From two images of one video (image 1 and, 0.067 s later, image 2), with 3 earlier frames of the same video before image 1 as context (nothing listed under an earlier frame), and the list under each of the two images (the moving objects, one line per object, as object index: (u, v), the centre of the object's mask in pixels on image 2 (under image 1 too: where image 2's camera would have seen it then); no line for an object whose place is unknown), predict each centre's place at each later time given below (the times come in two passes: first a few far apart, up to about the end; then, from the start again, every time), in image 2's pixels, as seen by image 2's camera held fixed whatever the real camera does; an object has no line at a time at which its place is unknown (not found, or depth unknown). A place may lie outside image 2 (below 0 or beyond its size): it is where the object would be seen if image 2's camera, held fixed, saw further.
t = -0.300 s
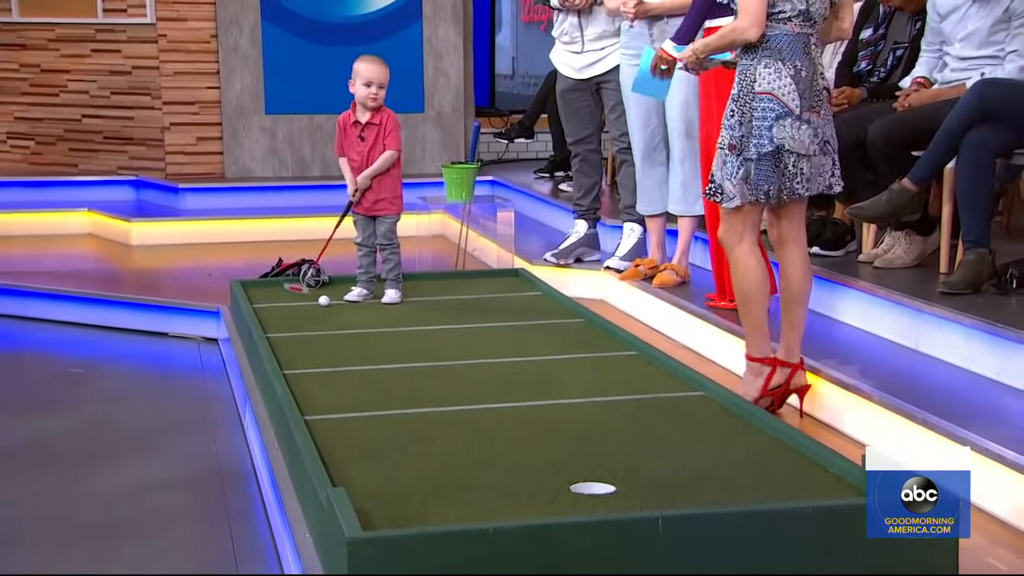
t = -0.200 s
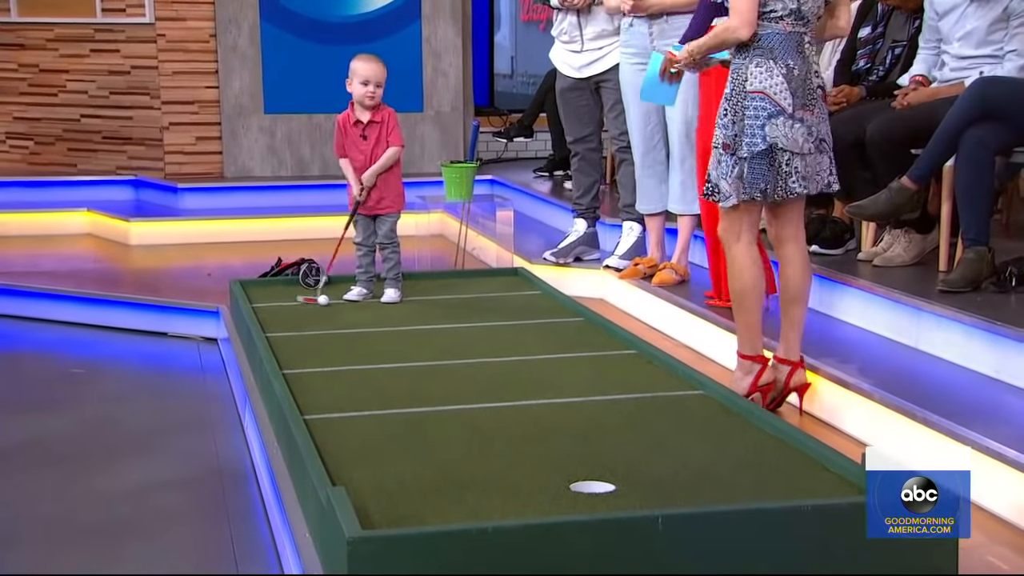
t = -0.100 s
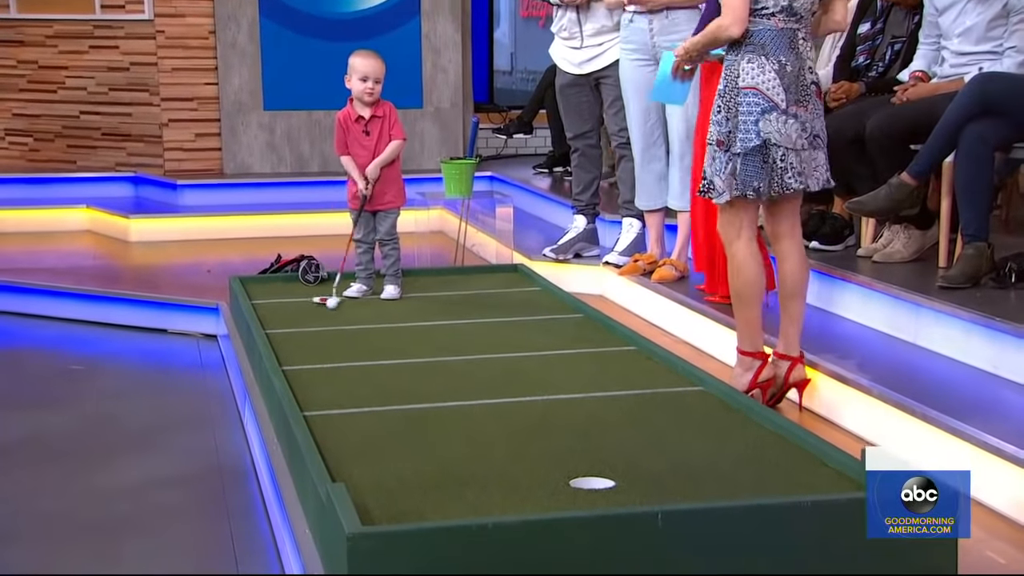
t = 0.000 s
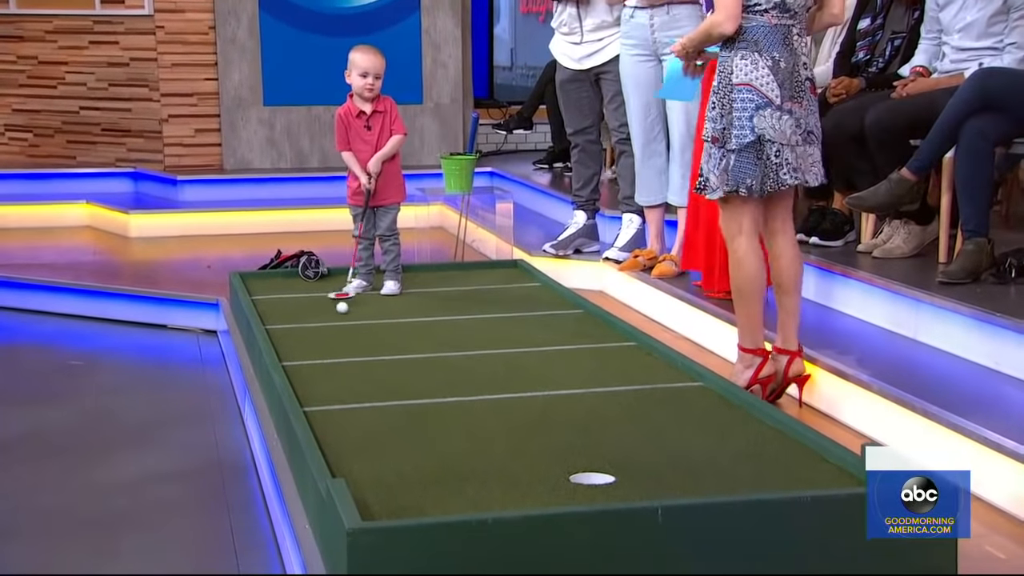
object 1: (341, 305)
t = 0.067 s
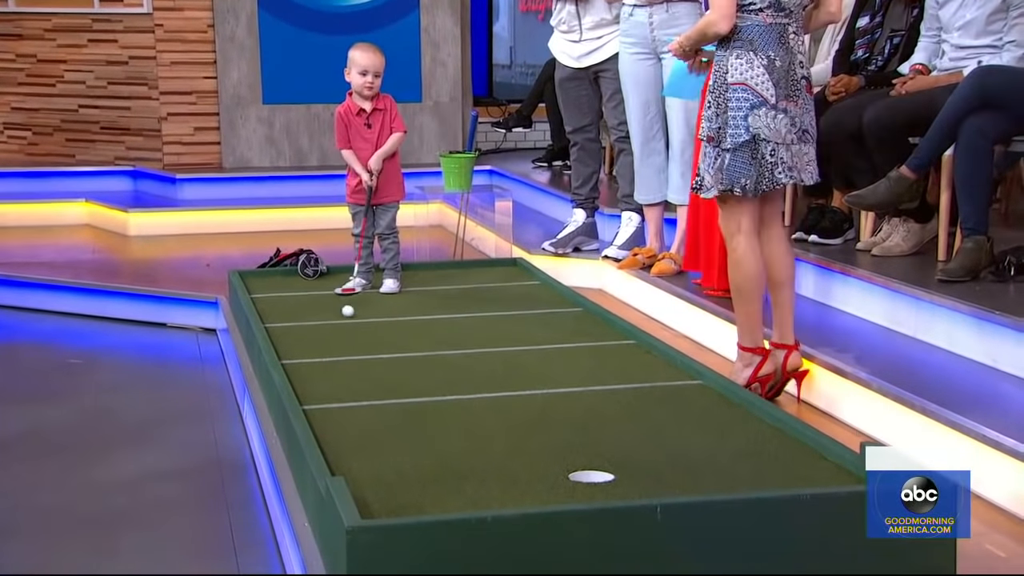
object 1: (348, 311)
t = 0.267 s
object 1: (366, 325)
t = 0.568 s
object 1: (394, 347)
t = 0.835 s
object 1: (421, 368)
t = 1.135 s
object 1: (454, 391)
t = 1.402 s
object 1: (486, 411)
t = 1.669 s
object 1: (518, 431)
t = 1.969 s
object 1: (550, 451)
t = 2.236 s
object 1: (579, 473)
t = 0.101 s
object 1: (351, 313)
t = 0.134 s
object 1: (354, 315)
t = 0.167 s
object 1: (357, 318)
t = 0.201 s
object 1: (360, 320)
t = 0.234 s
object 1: (363, 322)
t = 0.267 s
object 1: (366, 325)
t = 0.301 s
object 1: (369, 328)
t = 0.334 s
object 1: (372, 330)
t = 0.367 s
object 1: (375, 333)
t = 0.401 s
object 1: (379, 335)
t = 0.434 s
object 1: (382, 337)
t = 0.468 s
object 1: (385, 340)
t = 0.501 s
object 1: (388, 343)
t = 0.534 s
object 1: (391, 345)
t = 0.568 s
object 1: (394, 347)
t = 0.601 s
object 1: (397, 350)
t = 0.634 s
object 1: (400, 353)
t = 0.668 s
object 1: (404, 355)
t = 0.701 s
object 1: (408, 358)
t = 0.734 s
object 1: (411, 360)
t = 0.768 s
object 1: (414, 363)
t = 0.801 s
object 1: (418, 365)
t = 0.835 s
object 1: (421, 368)
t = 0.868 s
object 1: (425, 371)
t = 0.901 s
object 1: (428, 373)
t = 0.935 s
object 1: (432, 376)
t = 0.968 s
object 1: (436, 379)
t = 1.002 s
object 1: (439, 381)
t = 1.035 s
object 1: (443, 383)
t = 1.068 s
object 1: (447, 386)
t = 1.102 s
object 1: (451, 388)
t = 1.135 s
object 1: (454, 391)
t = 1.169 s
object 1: (458, 393)
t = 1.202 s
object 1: (463, 396)
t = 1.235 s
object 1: (466, 399)
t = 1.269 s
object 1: (470, 401)
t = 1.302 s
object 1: (474, 403)
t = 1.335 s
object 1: (479, 406)
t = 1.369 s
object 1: (483, 409)
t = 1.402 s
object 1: (486, 411)
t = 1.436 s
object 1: (491, 414)
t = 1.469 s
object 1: (495, 416)
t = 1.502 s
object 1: (499, 418)
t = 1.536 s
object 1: (503, 421)
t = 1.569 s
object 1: (507, 424)
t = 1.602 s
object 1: (511, 426)
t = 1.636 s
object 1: (515, 428)
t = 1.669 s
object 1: (518, 431)
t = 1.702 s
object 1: (522, 433)
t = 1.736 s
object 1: (526, 435)
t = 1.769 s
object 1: (529, 438)
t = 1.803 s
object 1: (533, 440)
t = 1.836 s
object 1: (537, 442)
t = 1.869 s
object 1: (540, 445)
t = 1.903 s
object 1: (543, 447)
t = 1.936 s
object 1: (547, 449)
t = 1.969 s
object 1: (550, 451)
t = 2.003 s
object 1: (554, 453)
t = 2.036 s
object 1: (557, 455)
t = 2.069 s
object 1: (561, 458)
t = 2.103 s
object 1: (564, 459)
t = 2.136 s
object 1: (568, 462)
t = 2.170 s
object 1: (572, 463)
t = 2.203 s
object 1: (575, 467)
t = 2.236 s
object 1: (579, 473)
